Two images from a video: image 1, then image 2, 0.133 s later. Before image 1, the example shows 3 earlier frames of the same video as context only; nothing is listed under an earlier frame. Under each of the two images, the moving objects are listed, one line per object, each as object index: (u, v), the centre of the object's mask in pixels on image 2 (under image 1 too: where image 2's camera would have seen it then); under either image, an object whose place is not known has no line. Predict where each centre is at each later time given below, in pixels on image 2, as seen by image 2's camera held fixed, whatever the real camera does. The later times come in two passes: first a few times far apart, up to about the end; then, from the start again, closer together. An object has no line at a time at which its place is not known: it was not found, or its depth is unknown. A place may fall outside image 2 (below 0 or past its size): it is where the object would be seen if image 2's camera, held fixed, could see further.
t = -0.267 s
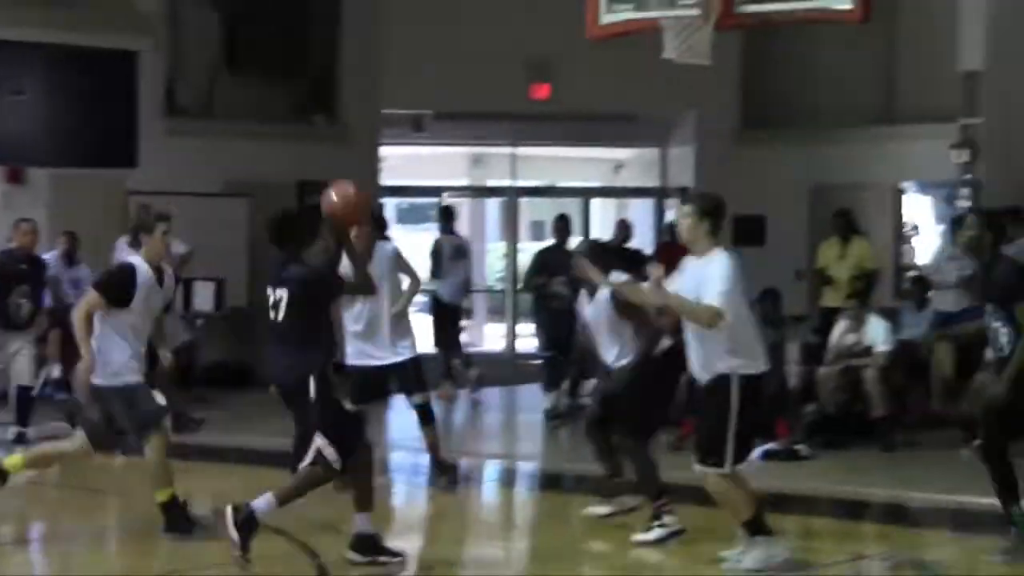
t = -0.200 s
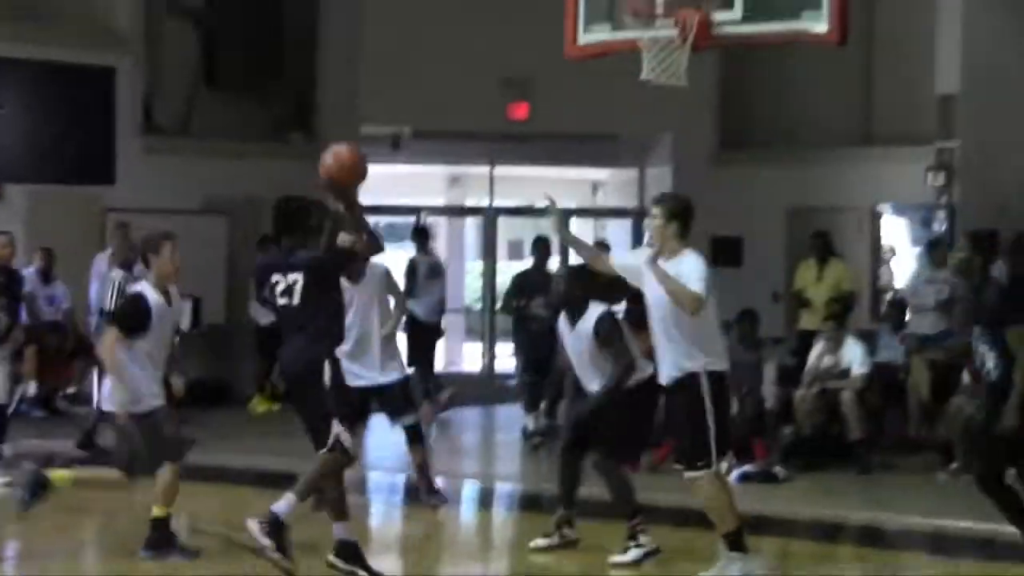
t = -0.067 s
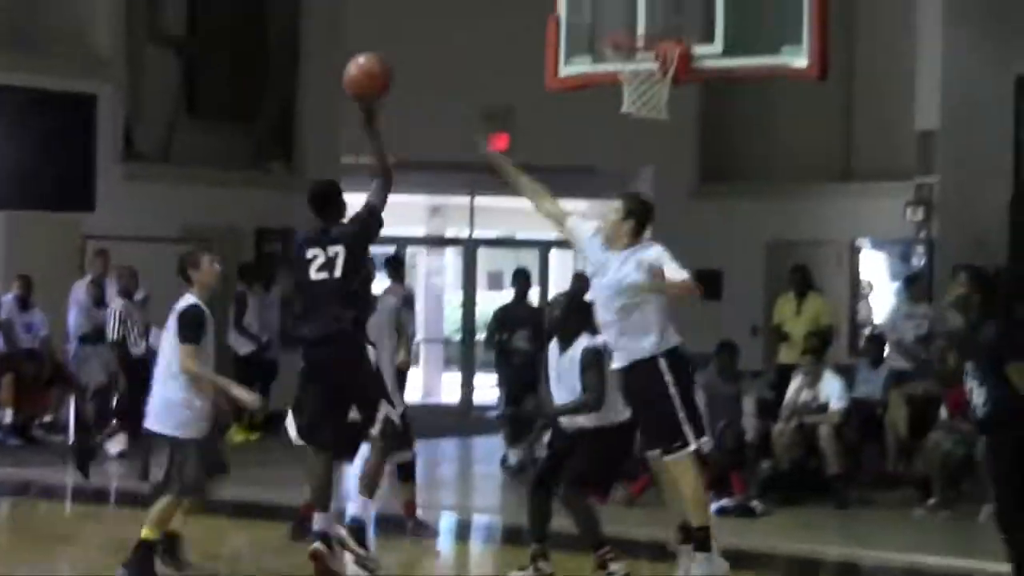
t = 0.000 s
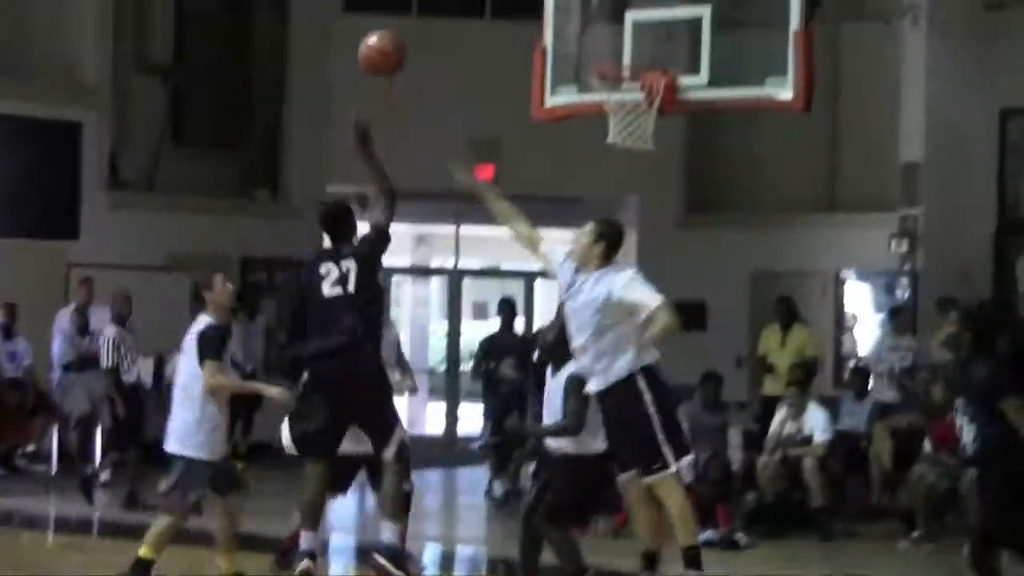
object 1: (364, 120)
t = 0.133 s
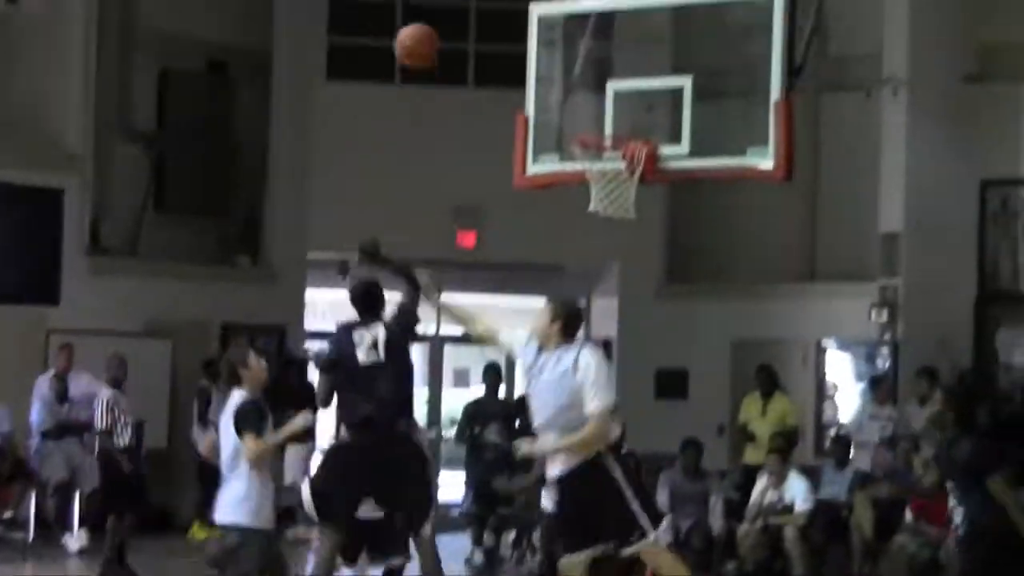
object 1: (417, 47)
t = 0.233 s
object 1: (453, 14)
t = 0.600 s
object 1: (571, 51)
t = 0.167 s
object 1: (429, 33)
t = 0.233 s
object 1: (453, 14)
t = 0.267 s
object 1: (464, 8)
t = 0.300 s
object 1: (475, 3)
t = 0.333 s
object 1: (487, 1)
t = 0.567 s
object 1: (561, 39)
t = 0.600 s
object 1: (571, 51)
